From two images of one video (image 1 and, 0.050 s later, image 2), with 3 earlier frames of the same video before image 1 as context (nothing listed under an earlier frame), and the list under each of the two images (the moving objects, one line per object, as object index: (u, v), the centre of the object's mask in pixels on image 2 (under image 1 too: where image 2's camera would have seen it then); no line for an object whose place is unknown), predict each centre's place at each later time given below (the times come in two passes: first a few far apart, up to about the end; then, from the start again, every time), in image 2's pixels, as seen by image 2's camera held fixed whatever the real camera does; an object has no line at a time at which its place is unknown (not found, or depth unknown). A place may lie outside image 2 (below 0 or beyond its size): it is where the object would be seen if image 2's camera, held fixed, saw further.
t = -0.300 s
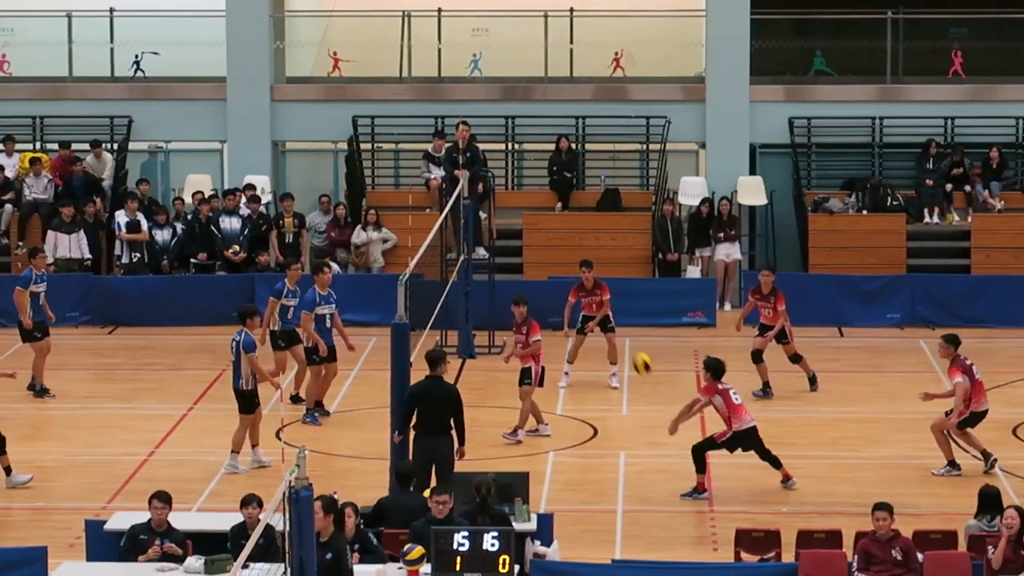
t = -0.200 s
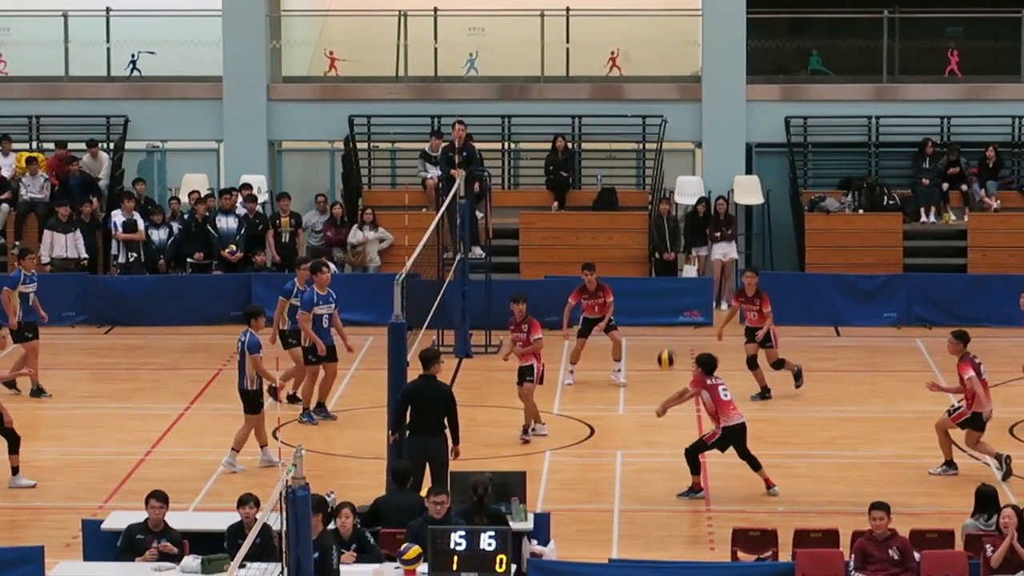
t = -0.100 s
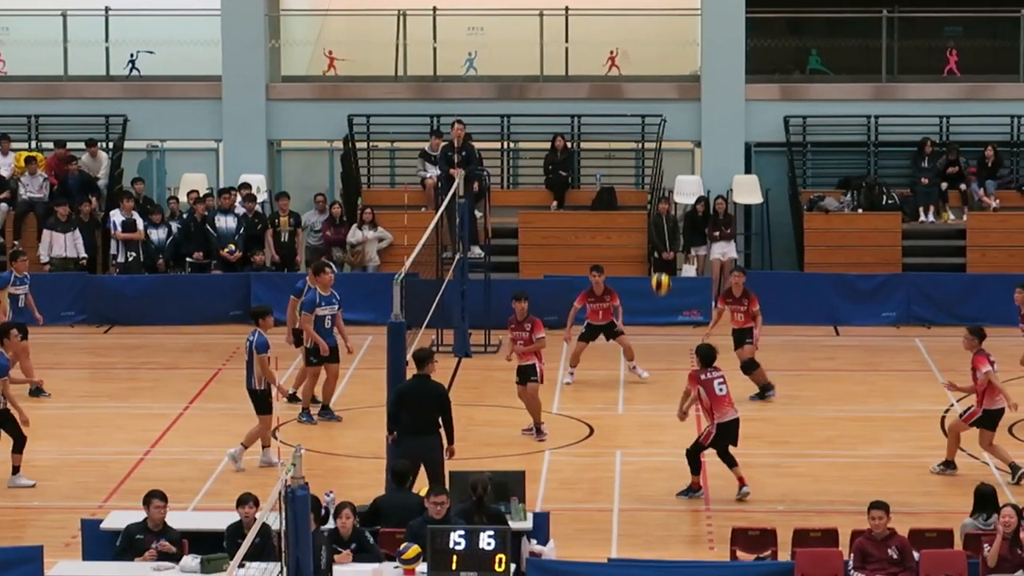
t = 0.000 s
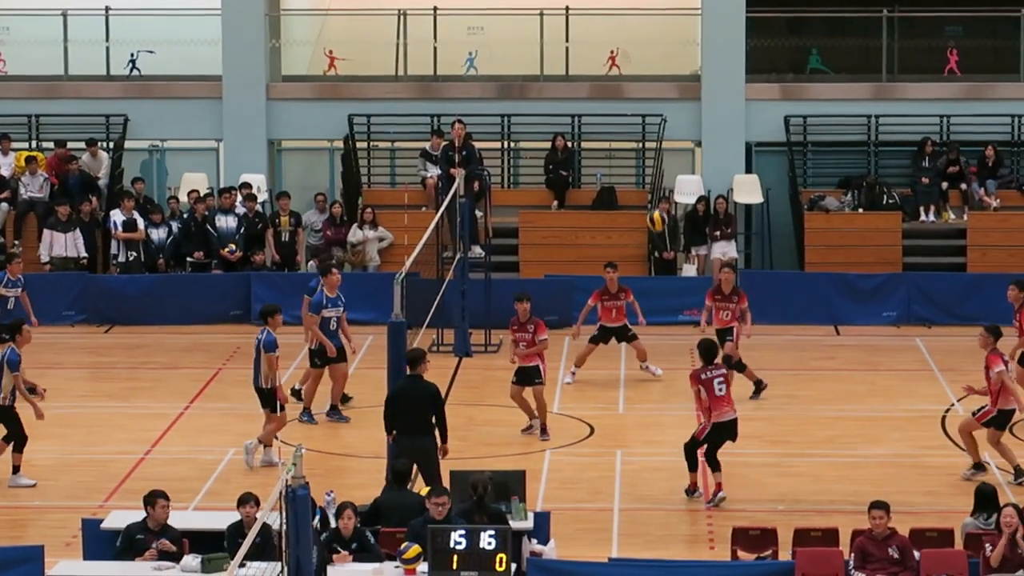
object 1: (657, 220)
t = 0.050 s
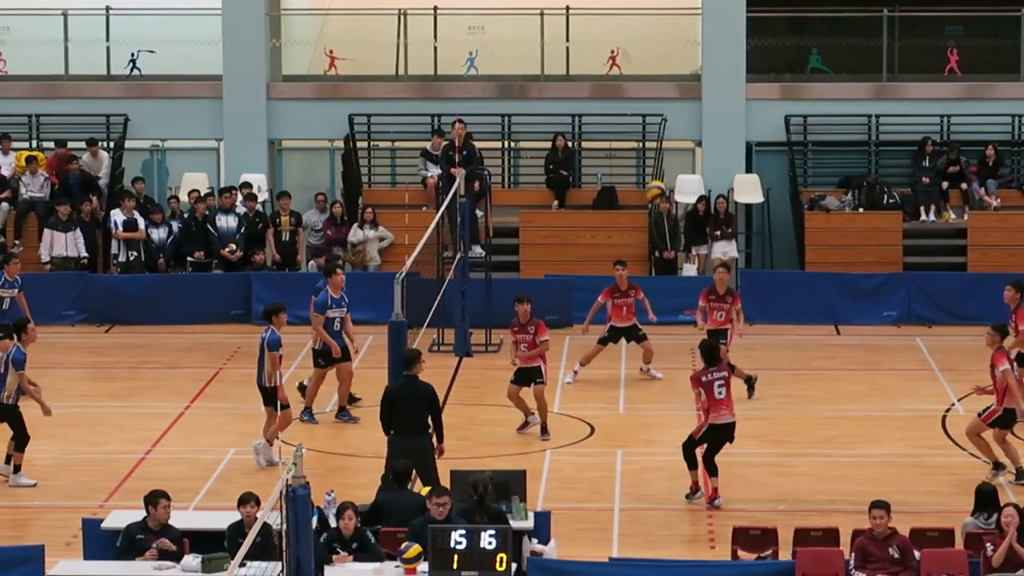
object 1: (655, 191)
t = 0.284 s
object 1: (649, 95)
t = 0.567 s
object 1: (644, 51)
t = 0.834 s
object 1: (640, 75)
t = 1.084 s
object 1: (635, 153)
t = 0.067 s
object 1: (655, 182)
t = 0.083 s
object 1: (655, 174)
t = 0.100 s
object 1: (654, 166)
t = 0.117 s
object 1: (654, 158)
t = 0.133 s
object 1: (654, 150)
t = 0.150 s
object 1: (653, 144)
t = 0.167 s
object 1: (653, 137)
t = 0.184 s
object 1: (651, 131)
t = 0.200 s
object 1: (651, 124)
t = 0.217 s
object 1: (651, 118)
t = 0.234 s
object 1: (651, 111)
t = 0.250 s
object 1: (650, 105)
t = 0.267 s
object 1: (650, 100)
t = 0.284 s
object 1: (649, 95)
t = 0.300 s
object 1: (649, 90)
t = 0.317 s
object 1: (649, 86)
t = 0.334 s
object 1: (648, 82)
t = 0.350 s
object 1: (648, 78)
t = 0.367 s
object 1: (647, 75)
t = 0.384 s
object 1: (647, 71)
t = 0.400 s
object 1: (647, 68)
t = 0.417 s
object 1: (647, 65)
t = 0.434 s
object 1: (646, 62)
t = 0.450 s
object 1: (646, 60)
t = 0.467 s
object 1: (646, 57)
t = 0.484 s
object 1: (646, 56)
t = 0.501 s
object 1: (645, 54)
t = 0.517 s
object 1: (645, 53)
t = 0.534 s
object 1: (644, 52)
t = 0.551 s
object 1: (644, 51)
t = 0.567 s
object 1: (644, 51)
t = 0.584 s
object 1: (644, 50)
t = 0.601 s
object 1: (643, 50)
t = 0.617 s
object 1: (643, 50)
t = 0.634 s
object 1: (643, 51)
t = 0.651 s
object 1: (643, 51)
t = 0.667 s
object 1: (643, 52)
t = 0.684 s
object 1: (642, 54)
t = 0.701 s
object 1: (642, 55)
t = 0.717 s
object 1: (642, 56)
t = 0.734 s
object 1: (642, 58)
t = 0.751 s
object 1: (641, 61)
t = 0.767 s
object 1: (641, 63)
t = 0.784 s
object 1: (641, 66)
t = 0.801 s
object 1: (641, 69)
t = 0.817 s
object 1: (640, 72)
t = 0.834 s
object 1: (640, 75)
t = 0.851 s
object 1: (640, 79)
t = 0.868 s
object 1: (640, 82)
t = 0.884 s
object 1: (640, 86)
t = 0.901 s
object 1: (639, 90)
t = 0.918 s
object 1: (639, 95)
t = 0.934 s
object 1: (639, 100)
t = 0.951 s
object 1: (639, 106)
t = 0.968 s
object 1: (639, 110)
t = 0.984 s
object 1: (638, 116)
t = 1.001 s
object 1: (637, 122)
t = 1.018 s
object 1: (637, 128)
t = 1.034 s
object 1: (637, 134)
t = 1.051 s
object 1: (637, 141)
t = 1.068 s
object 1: (636, 147)
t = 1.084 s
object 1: (635, 153)
